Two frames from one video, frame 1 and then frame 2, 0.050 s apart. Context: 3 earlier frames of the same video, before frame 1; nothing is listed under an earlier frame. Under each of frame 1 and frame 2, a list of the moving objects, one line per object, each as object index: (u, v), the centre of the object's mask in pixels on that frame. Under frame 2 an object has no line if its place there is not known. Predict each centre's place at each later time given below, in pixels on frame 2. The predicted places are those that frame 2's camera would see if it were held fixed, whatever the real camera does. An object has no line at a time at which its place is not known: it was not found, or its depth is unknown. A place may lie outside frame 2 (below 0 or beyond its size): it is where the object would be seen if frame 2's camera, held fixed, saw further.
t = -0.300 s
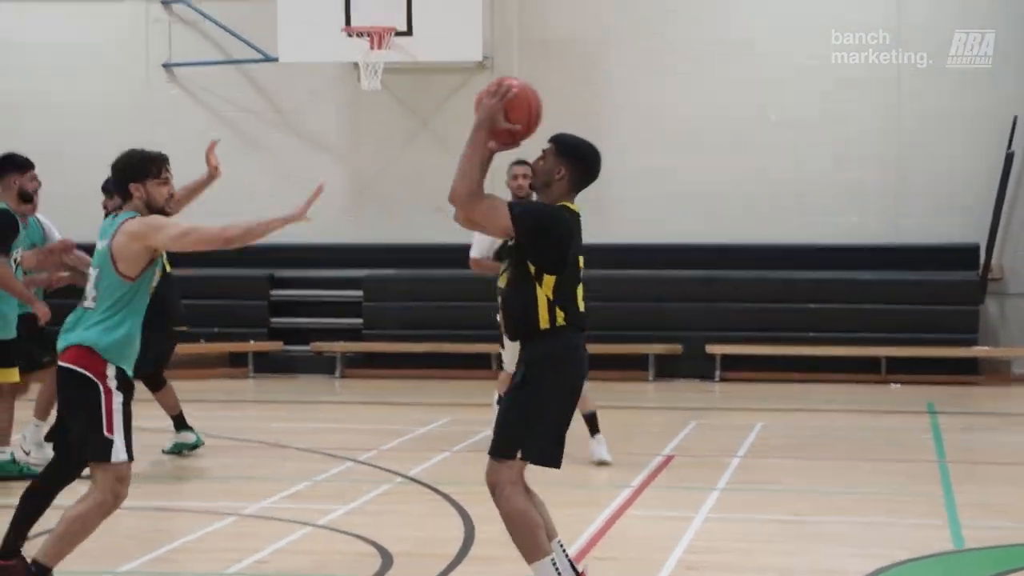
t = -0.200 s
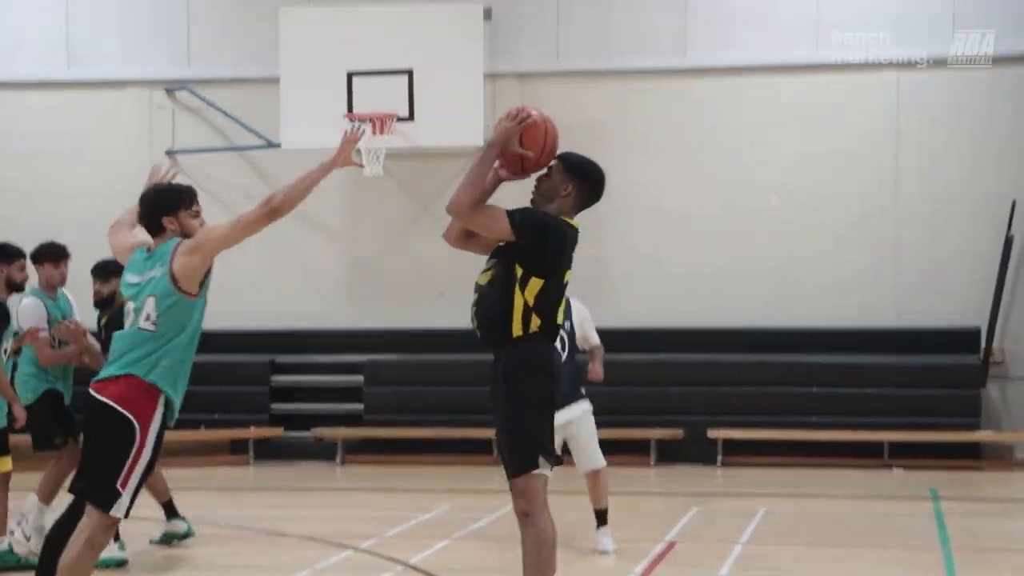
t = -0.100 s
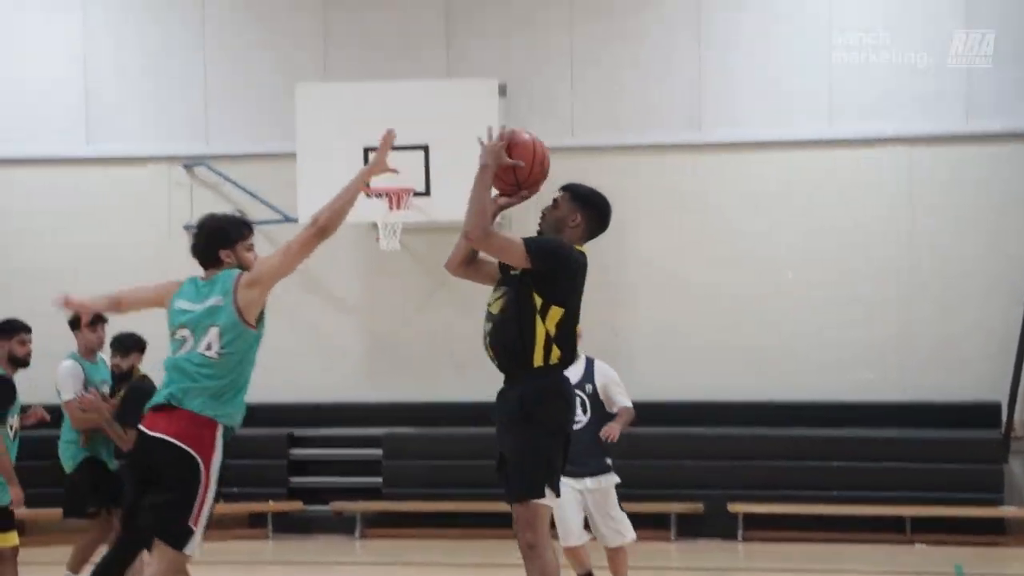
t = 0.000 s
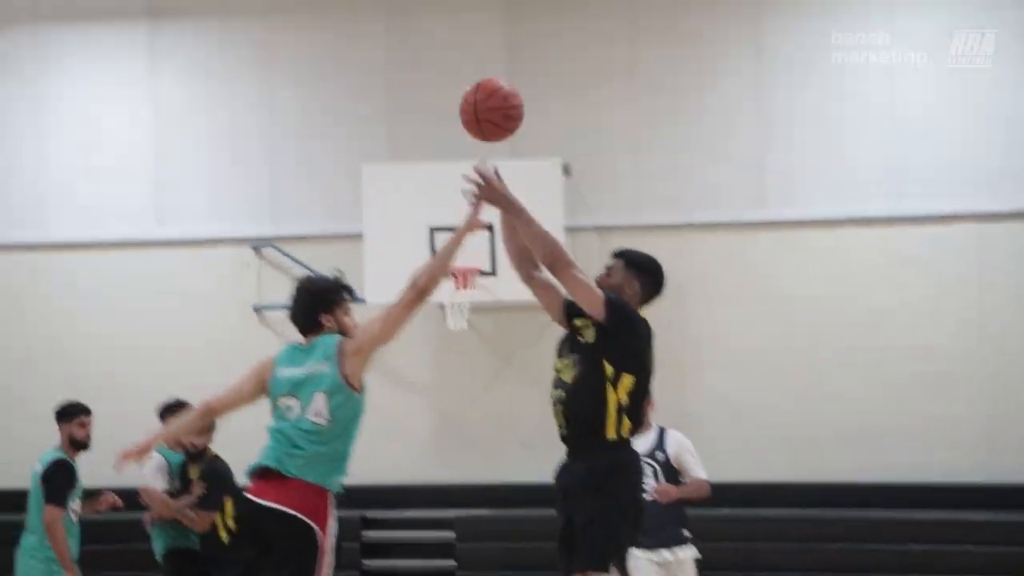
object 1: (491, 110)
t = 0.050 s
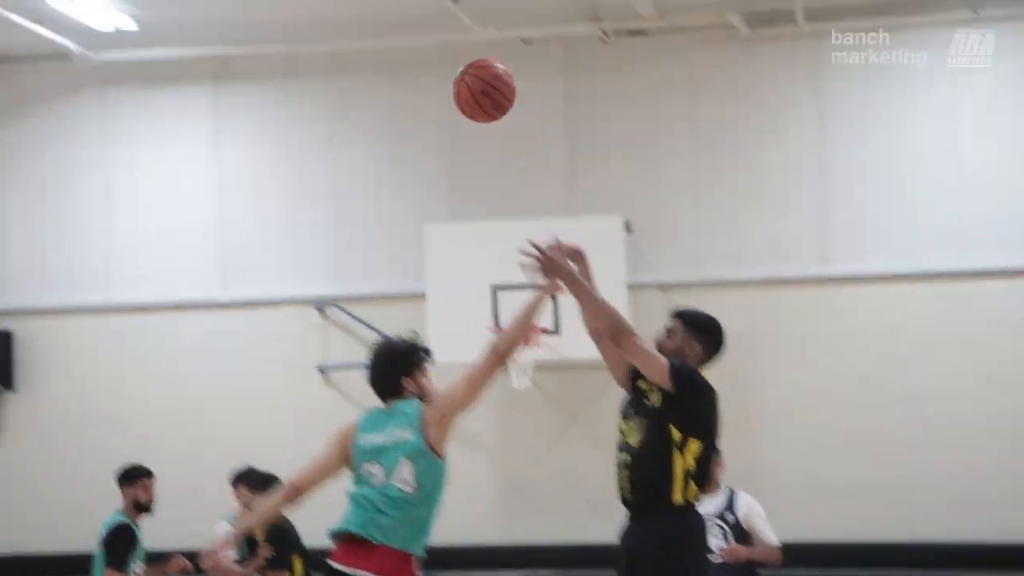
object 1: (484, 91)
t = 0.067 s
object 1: (460, 67)
